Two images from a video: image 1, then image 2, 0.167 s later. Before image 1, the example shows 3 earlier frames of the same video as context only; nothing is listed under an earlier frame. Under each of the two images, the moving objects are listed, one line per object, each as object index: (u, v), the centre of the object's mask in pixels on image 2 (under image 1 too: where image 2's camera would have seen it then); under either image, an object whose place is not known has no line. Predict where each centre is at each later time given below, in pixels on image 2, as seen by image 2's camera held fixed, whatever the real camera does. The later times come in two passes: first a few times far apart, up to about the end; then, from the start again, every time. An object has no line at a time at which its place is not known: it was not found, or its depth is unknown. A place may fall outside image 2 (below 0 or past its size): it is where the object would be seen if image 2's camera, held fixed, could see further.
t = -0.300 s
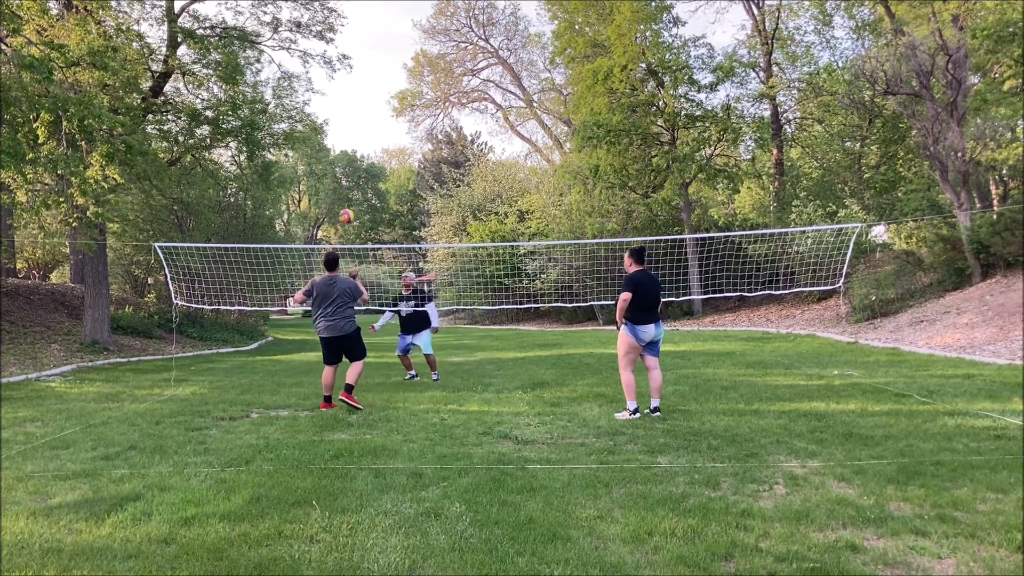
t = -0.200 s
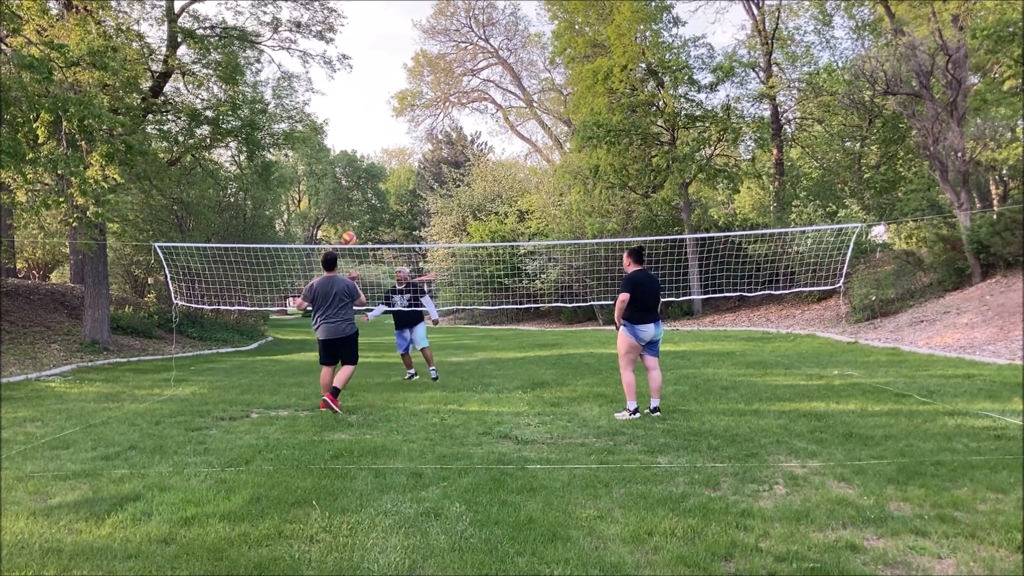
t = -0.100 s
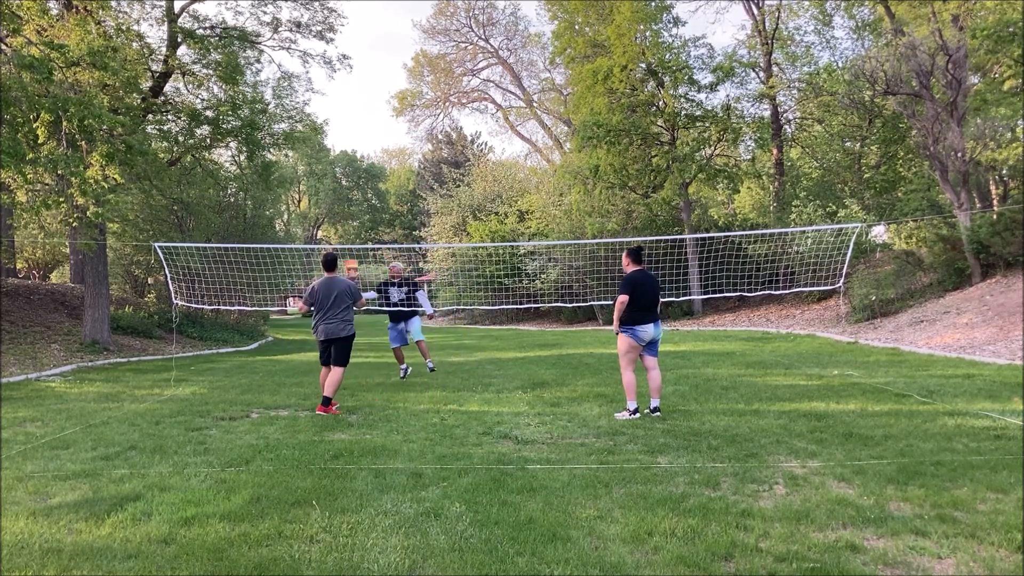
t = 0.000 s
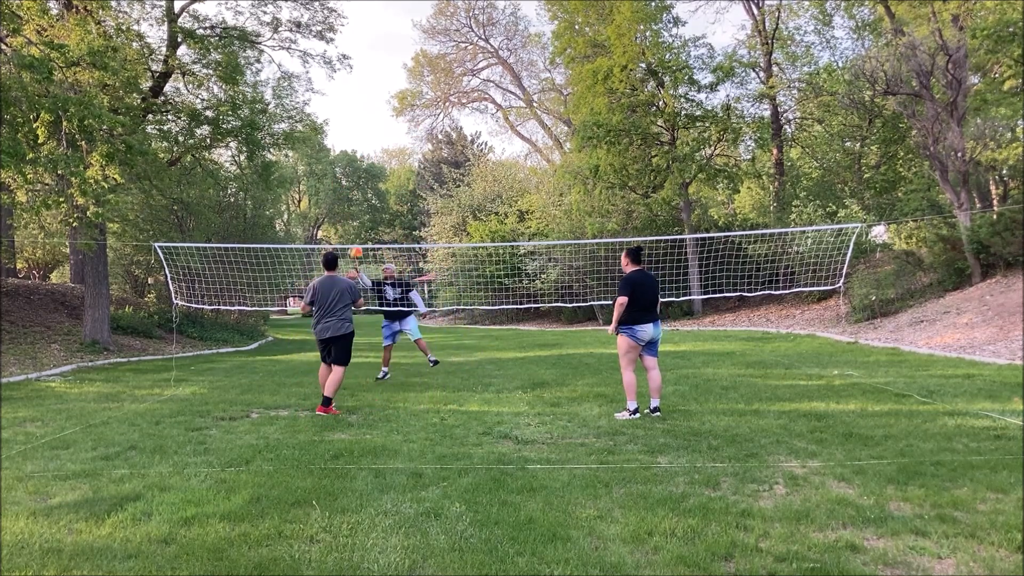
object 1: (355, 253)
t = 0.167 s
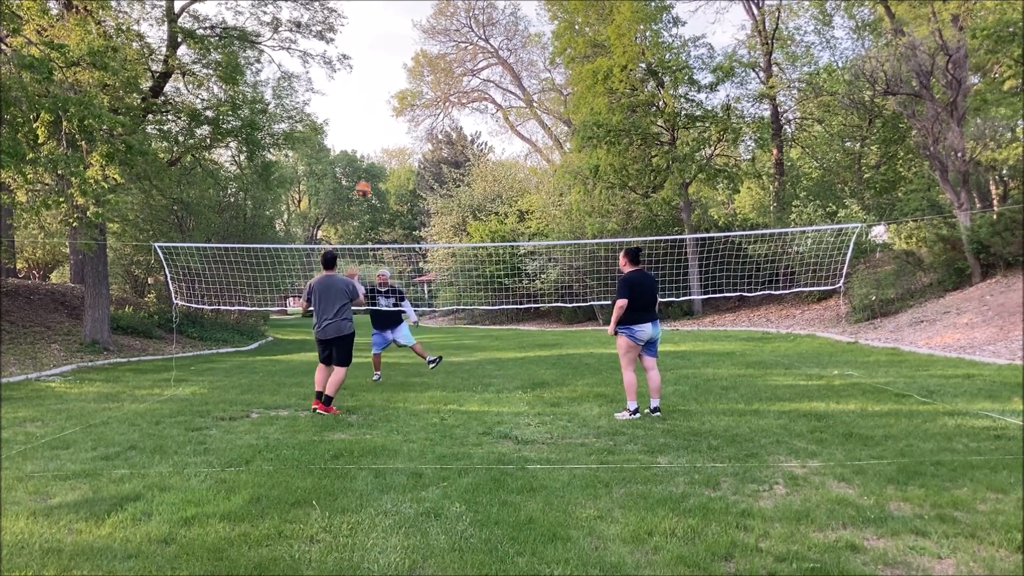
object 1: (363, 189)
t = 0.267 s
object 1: (368, 158)
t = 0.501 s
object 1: (385, 109)
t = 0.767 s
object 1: (410, 101)
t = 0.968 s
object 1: (432, 140)
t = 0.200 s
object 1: (365, 178)
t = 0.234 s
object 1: (367, 168)
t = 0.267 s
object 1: (368, 158)
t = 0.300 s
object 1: (371, 149)
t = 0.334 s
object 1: (373, 141)
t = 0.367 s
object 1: (375, 133)
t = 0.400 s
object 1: (378, 126)
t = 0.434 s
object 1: (380, 119)
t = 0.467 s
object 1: (383, 114)
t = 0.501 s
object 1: (385, 109)
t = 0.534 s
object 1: (388, 105)
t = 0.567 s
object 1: (391, 102)
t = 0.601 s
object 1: (393, 99)
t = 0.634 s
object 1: (396, 98)
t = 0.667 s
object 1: (400, 97)
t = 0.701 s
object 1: (403, 98)
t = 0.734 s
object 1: (406, 99)
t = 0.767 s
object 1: (410, 101)
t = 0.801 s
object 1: (413, 105)
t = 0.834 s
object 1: (417, 109)
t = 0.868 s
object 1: (420, 115)
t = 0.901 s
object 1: (425, 122)
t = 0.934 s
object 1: (428, 131)
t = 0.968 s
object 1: (432, 140)
